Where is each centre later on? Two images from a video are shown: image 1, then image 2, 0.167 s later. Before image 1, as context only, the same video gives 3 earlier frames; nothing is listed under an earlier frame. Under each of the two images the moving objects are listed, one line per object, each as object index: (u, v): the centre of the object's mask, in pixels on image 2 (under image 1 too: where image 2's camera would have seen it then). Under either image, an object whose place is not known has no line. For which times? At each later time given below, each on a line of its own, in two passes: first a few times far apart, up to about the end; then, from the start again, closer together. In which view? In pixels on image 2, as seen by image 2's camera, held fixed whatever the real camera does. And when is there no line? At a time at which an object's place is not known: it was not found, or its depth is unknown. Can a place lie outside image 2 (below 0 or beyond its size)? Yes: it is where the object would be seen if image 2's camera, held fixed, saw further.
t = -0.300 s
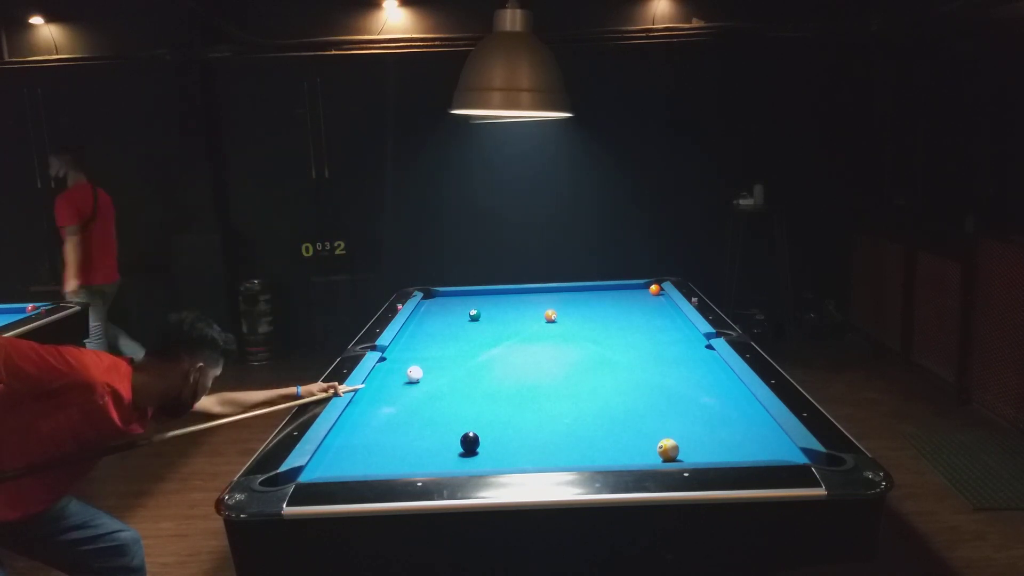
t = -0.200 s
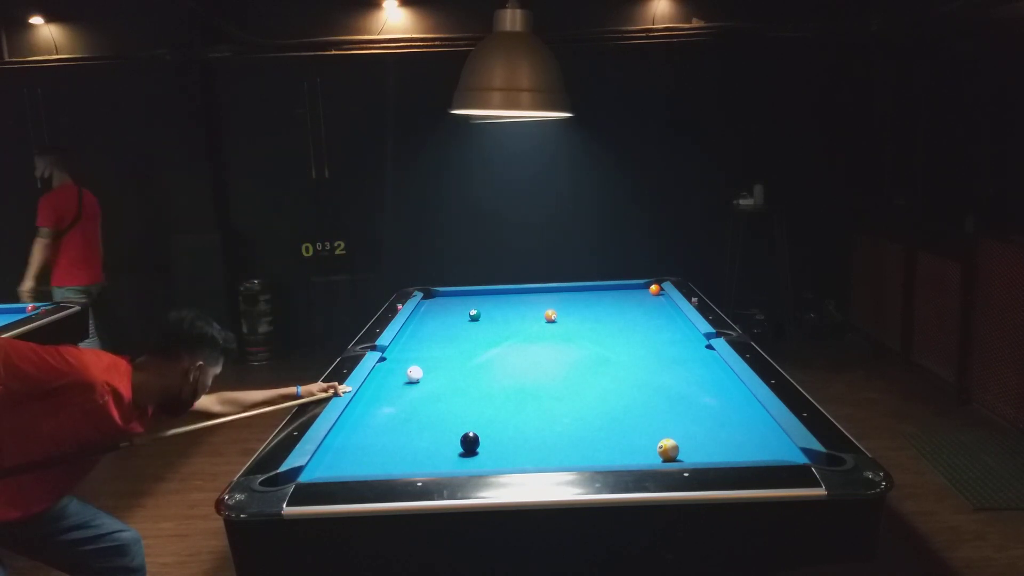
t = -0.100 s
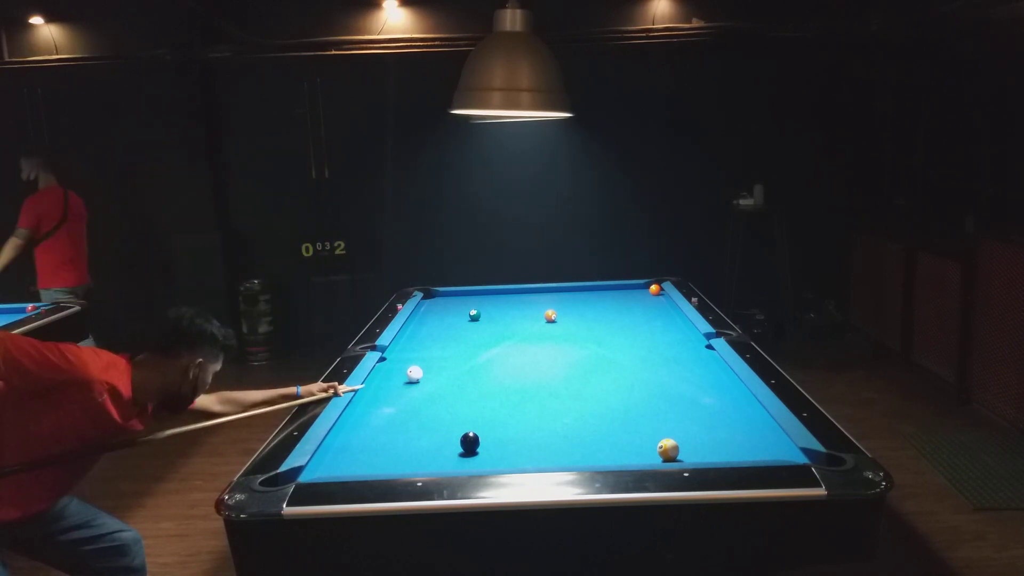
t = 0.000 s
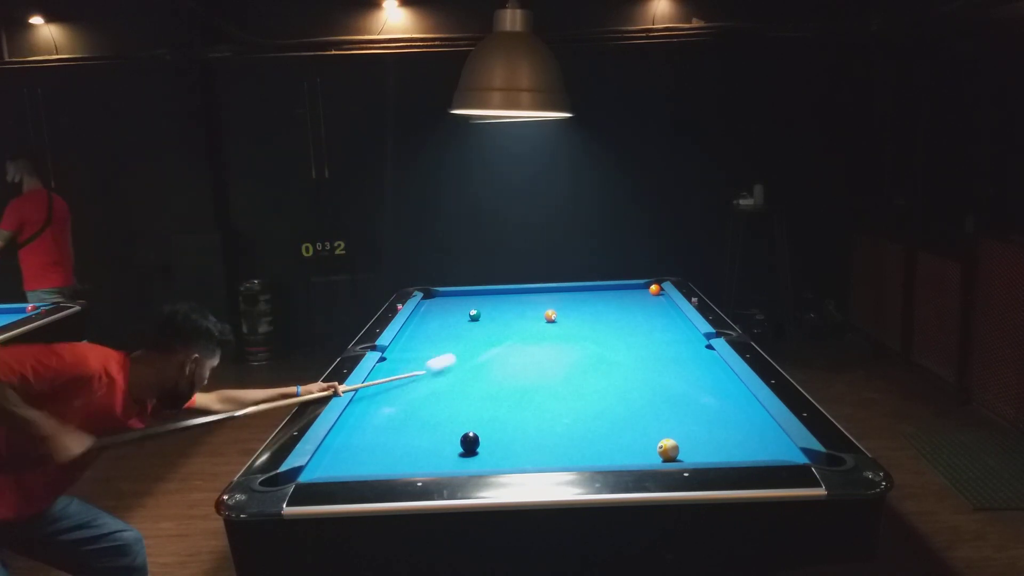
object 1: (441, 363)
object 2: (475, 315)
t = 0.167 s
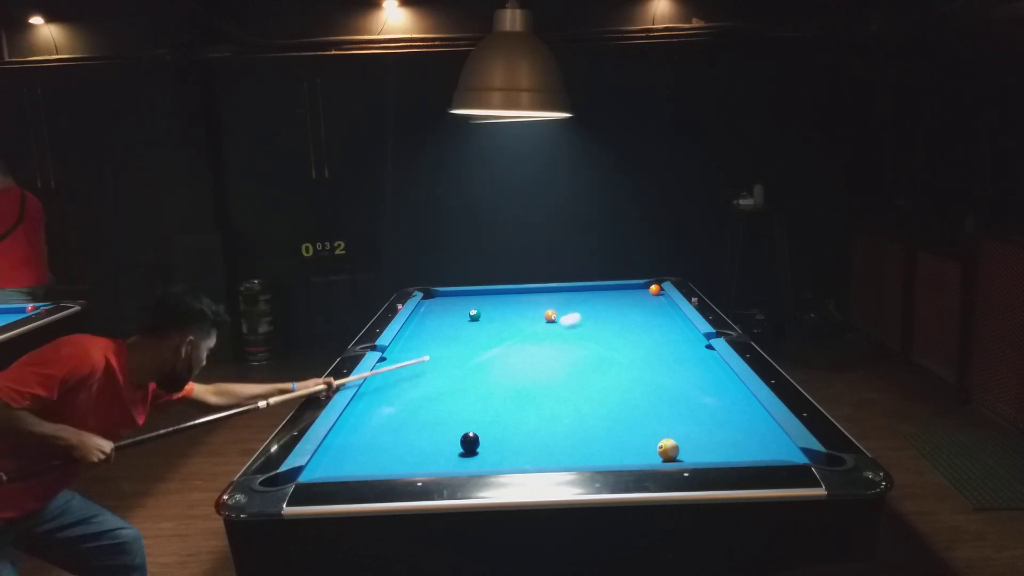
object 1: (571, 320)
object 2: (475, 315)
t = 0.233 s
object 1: (608, 307)
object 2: (475, 315)
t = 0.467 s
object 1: (628, 292)
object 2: (474, 315)
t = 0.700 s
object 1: (575, 290)
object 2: (474, 315)
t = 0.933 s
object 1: (532, 291)
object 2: (475, 315)
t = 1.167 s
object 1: (494, 295)
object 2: (475, 315)
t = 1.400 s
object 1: (456, 299)
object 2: (475, 315)
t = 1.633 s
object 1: (426, 303)
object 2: (475, 315)
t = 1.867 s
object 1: (443, 307)
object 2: (475, 315)
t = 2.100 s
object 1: (460, 310)
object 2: (475, 315)
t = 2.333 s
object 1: (474, 310)
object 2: (477, 317)
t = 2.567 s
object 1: (487, 311)
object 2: (481, 320)
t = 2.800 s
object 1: (497, 312)
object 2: (486, 322)
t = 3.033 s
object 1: (506, 312)
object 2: (490, 326)
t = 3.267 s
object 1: (514, 312)
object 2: (494, 328)
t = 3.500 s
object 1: (521, 312)
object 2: (498, 331)
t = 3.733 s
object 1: (526, 312)
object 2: (502, 333)
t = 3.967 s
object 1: (531, 312)
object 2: (505, 335)
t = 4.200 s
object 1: (535, 312)
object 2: (508, 337)
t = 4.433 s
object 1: (537, 312)
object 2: (511, 339)
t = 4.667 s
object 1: (538, 312)
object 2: (514, 341)
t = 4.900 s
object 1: (539, 312)
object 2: (516, 342)
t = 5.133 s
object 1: (539, 312)
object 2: (517, 343)
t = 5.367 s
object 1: (539, 312)
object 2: (519, 343)
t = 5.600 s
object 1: (539, 312)
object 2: (519, 344)
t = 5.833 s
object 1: (539, 312)
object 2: (520, 343)
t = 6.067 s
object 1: (539, 312)
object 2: (520, 343)
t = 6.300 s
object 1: (539, 312)
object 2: (520, 344)
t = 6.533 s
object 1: (539, 312)
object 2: (520, 343)
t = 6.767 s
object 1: (539, 312)
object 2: (520, 344)
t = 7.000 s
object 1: (539, 312)
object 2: (520, 344)
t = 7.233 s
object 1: (539, 312)
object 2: (520, 343)
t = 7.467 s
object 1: (539, 312)
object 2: (520, 344)
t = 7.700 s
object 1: (539, 312)
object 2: (520, 344)
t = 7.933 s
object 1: (539, 312)
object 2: (520, 344)
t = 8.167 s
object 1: (539, 312)
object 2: (520, 343)
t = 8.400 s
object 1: (539, 312)
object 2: (520, 343)
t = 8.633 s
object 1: (539, 312)
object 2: (520, 343)
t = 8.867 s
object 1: (539, 312)
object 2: (520, 344)
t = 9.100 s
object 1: (539, 312)
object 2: (520, 344)
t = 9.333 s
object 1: (539, 312)
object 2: (520, 344)
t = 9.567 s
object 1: (539, 312)
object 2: (520, 344)
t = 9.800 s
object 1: (539, 312)
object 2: (520, 344)
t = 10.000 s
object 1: (539, 312)
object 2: (520, 344)
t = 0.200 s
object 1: (590, 313)
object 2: (474, 315)
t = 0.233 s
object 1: (608, 307)
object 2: (475, 315)
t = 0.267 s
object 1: (625, 301)
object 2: (475, 315)
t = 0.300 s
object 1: (640, 296)
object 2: (474, 315)
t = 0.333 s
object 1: (655, 292)
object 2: (475, 315)
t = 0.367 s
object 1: (655, 292)
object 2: (474, 315)
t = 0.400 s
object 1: (645, 292)
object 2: (475, 315)
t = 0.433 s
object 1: (636, 292)
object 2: (475, 315)
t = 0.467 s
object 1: (628, 292)
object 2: (474, 315)
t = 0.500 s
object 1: (619, 292)
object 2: (475, 315)
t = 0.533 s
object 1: (611, 292)
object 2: (474, 315)
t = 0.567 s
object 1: (604, 292)
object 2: (475, 315)
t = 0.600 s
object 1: (596, 291)
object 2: (474, 315)
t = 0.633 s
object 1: (589, 291)
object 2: (475, 315)
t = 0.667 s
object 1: (582, 290)
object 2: (475, 315)
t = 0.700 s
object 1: (575, 290)
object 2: (474, 315)
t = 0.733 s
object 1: (568, 289)
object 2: (475, 315)
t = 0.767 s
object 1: (561, 289)
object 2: (474, 315)
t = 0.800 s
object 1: (554, 289)
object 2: (475, 315)
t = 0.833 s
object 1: (549, 289)
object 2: (474, 315)
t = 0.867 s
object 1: (543, 290)
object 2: (474, 315)
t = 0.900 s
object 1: (538, 290)
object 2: (475, 315)
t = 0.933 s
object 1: (532, 291)
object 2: (475, 315)
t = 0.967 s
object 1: (527, 291)
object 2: (475, 315)
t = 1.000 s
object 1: (522, 292)
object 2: (475, 315)
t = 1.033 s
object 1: (516, 292)
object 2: (475, 315)
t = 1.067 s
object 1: (511, 293)
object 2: (475, 315)
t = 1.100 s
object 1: (505, 294)
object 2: (475, 315)
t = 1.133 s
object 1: (500, 294)
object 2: (475, 315)
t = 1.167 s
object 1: (494, 295)
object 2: (475, 315)
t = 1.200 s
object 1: (489, 296)
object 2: (474, 315)
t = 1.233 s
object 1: (484, 296)
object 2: (475, 315)
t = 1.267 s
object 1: (478, 297)
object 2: (475, 315)
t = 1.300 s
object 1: (473, 297)
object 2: (475, 315)
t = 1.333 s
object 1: (467, 298)
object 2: (475, 315)
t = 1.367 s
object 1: (462, 298)
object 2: (475, 315)
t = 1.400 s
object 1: (456, 299)
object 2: (475, 315)
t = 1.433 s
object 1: (451, 300)
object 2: (475, 315)
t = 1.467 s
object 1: (445, 300)
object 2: (474, 315)
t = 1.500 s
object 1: (440, 301)
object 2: (475, 315)
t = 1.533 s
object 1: (434, 301)
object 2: (474, 315)
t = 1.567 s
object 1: (429, 302)
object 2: (475, 315)
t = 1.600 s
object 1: (424, 303)
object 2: (474, 315)
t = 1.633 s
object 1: (426, 303)
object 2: (475, 315)
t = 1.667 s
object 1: (428, 304)
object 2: (474, 315)
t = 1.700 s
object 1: (431, 304)
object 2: (475, 315)
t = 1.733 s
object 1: (433, 305)
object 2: (474, 315)
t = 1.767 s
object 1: (435, 305)
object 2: (475, 315)
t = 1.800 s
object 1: (438, 305)
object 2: (475, 315)
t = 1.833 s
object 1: (440, 306)
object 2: (474, 315)
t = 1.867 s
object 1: (443, 307)
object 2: (475, 315)
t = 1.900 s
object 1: (445, 307)
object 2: (474, 315)
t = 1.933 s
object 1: (448, 307)
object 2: (475, 315)
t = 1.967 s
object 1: (450, 308)
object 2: (475, 315)
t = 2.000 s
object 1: (453, 309)
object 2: (475, 315)
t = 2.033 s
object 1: (455, 309)
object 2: (475, 315)
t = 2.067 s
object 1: (457, 309)
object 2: (474, 315)
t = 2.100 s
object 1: (460, 310)
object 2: (475, 315)
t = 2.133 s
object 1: (462, 310)
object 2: (475, 315)
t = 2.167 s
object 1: (464, 311)
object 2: (475, 315)
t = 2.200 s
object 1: (466, 311)
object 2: (475, 315)
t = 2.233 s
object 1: (468, 311)
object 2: (475, 315)
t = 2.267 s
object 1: (470, 311)
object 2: (475, 315)
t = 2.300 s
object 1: (471, 310)
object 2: (476, 316)
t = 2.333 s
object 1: (474, 310)
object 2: (477, 317)
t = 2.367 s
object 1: (476, 309)
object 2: (477, 318)
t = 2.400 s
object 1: (479, 309)
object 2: (478, 318)
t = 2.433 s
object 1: (480, 309)
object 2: (479, 318)
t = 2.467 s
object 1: (482, 310)
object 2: (479, 319)
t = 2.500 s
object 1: (484, 310)
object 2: (480, 319)
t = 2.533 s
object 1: (486, 311)
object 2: (480, 320)
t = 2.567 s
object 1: (487, 311)
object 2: (481, 320)
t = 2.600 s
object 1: (488, 311)
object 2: (482, 320)
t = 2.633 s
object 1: (490, 311)
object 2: (482, 321)
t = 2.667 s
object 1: (491, 311)
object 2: (483, 321)
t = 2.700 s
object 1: (493, 312)
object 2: (484, 321)
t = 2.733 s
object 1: (494, 312)
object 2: (484, 322)
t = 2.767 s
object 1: (495, 312)
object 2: (485, 322)
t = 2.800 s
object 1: (497, 312)
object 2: (486, 322)
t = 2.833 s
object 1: (498, 312)
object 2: (487, 322)
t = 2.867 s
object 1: (499, 312)
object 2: (487, 323)
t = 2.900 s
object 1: (501, 312)
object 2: (488, 324)
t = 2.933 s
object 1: (502, 312)
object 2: (488, 324)
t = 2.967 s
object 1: (503, 312)
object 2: (489, 325)
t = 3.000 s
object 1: (504, 312)
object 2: (489, 326)
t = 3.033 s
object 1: (506, 312)
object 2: (490, 326)
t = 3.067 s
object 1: (507, 312)
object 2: (491, 326)
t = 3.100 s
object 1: (508, 312)
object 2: (491, 326)
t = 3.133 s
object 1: (509, 312)
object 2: (492, 326)
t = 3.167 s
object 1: (510, 312)
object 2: (493, 327)
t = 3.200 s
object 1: (511, 312)
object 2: (493, 328)
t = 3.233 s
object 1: (513, 312)
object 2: (494, 328)
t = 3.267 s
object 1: (514, 312)
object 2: (494, 328)
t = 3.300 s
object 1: (515, 312)
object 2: (495, 329)
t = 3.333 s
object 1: (516, 312)
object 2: (495, 329)
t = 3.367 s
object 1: (517, 312)
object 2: (496, 329)
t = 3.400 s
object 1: (518, 312)
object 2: (496, 330)
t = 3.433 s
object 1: (519, 312)
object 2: (497, 330)
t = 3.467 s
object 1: (520, 312)
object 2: (497, 330)
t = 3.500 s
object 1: (521, 312)
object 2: (498, 331)
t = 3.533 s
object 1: (522, 312)
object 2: (499, 331)
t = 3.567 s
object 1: (522, 312)
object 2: (499, 332)
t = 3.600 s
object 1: (523, 312)
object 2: (500, 332)
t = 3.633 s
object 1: (524, 312)
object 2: (500, 332)
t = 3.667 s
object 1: (525, 312)
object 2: (501, 332)
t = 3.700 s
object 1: (526, 312)
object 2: (501, 333)
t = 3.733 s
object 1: (526, 312)
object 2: (502, 333)
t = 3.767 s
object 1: (527, 312)
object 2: (502, 334)
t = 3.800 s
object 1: (528, 312)
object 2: (503, 334)
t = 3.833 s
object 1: (529, 312)
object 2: (503, 334)
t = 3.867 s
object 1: (529, 312)
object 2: (504, 334)
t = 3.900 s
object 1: (530, 312)
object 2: (504, 334)
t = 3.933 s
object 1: (531, 312)
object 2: (505, 335)
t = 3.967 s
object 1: (531, 312)
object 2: (505, 335)
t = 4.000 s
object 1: (532, 312)
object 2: (506, 335)
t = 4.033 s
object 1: (532, 312)
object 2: (506, 336)
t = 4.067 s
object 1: (533, 312)
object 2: (506, 336)
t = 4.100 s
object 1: (533, 312)
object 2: (507, 336)
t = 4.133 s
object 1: (534, 312)
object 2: (507, 337)
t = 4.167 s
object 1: (534, 312)
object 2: (508, 337)
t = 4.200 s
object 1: (535, 312)
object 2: (508, 337)
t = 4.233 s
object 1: (535, 312)
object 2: (509, 338)
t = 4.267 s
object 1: (535, 312)
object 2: (509, 338)
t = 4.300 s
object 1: (536, 312)
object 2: (509, 338)
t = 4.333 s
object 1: (536, 312)
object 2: (510, 338)
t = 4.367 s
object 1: (536, 312)
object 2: (510, 338)
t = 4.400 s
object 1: (536, 312)
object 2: (511, 339)
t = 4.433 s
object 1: (537, 312)
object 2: (511, 339)
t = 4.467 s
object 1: (537, 312)
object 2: (511, 339)
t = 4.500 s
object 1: (537, 312)
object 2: (512, 339)
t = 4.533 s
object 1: (538, 312)
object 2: (512, 340)
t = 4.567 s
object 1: (538, 312)
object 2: (512, 340)
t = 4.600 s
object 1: (538, 312)
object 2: (513, 340)
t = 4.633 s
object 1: (538, 312)
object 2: (513, 340)
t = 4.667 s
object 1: (538, 312)
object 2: (514, 341)
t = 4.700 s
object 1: (538, 312)
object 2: (514, 341)
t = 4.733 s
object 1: (539, 312)
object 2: (514, 341)
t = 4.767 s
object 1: (539, 312)
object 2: (514, 341)
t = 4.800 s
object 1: (539, 312)
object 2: (515, 341)
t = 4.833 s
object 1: (539, 312)
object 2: (515, 341)
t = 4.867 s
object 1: (539, 312)
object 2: (515, 342)
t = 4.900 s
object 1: (539, 312)
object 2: (516, 342)
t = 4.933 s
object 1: (539, 312)
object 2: (516, 342)
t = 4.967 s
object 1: (539, 312)
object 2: (516, 342)
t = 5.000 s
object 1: (539, 312)
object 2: (516, 342)
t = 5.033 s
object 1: (539, 312)
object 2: (517, 342)
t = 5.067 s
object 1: (539, 312)
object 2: (517, 343)
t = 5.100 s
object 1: (539, 312)
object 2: (517, 343)
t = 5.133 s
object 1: (539, 312)
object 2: (517, 343)
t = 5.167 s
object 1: (539, 312)
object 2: (518, 343)
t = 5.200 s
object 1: (539, 312)
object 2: (518, 343)
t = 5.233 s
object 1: (539, 312)
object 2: (518, 343)
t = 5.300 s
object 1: (539, 312)
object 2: (518, 343)
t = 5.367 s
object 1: (539, 312)
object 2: (519, 343)
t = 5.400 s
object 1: (539, 312)
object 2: (519, 344)
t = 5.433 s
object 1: (539, 312)
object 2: (519, 344)
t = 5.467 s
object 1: (539, 312)
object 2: (519, 343)
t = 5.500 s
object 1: (539, 312)
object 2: (519, 343)
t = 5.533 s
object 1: (539, 312)
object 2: (519, 343)
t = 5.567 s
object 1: (539, 312)
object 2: (519, 344)
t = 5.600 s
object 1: (539, 312)
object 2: (519, 344)
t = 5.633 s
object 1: (539, 312)
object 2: (520, 344)
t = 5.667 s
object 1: (539, 312)
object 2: (520, 343)
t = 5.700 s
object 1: (539, 312)
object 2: (520, 343)
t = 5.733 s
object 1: (539, 312)
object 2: (520, 343)
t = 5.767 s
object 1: (539, 312)
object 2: (520, 343)
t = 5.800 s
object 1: (539, 312)
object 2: (520, 343)
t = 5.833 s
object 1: (539, 312)
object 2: (520, 343)
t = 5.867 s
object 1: (539, 312)
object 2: (520, 343)
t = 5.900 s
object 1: (539, 312)
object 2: (520, 343)
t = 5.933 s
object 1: (539, 312)
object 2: (520, 344)
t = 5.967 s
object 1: (539, 312)
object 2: (520, 343)
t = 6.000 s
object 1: (539, 312)
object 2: (520, 343)
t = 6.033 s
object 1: (539, 312)
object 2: (520, 343)
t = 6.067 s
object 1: (539, 312)
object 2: (520, 343)
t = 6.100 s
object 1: (539, 312)
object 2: (520, 343)
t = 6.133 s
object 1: (539, 312)
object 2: (520, 343)
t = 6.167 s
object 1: (539, 312)
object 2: (520, 343)
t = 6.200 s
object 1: (539, 312)
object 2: (520, 343)
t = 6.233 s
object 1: (539, 312)
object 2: (520, 344)
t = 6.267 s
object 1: (539, 312)
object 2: (520, 344)
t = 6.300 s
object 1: (539, 312)
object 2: (520, 344)
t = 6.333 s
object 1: (539, 312)
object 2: (520, 343)
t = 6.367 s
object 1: (539, 312)
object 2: (520, 344)
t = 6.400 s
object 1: (539, 312)
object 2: (520, 343)
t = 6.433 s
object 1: (539, 312)
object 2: (520, 344)
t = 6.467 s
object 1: (539, 312)
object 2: (520, 343)
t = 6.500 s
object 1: (539, 312)
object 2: (520, 344)
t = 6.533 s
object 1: (539, 312)
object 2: (520, 343)
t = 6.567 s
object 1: (539, 312)
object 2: (520, 343)
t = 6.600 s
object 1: (539, 312)
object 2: (520, 343)
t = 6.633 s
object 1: (539, 312)
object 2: (520, 344)
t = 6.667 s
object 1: (539, 312)
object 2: (520, 344)
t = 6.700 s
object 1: (539, 312)
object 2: (520, 344)
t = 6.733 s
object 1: (539, 312)
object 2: (520, 344)
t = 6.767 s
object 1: (539, 312)
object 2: (520, 344)
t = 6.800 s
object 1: (539, 312)
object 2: (520, 344)
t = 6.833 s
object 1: (539, 312)
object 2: (520, 344)
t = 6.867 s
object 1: (539, 312)
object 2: (520, 344)
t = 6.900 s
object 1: (539, 312)
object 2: (520, 344)
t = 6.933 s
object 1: (539, 312)
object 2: (520, 344)
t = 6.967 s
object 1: (539, 312)
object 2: (520, 344)
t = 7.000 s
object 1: (539, 312)
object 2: (520, 344)
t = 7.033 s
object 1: (539, 312)
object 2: (520, 344)
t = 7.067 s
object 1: (539, 312)
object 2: (520, 344)
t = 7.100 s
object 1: (539, 312)
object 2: (520, 344)
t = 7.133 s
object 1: (539, 312)
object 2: (520, 344)
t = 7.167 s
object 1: (539, 312)
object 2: (520, 344)
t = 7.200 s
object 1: (539, 312)
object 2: (520, 344)
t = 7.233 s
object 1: (539, 312)
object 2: (520, 343)
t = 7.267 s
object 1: (539, 312)
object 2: (520, 344)
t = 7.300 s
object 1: (539, 312)
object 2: (520, 344)
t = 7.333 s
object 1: (539, 312)
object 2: (520, 344)
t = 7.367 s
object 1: (539, 312)
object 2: (520, 344)
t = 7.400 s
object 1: (539, 312)
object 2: (520, 344)
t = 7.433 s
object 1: (539, 312)
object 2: (520, 344)
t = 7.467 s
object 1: (539, 312)
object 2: (520, 344)
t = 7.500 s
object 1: (539, 312)
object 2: (520, 344)
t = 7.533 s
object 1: (539, 312)
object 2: (520, 344)
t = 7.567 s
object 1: (539, 312)
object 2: (520, 344)
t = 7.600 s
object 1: (539, 312)
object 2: (520, 344)
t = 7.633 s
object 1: (539, 312)
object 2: (520, 344)
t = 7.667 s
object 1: (539, 312)
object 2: (520, 344)
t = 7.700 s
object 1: (539, 312)
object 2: (520, 344)
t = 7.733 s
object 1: (539, 312)
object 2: (520, 344)
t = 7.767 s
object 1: (539, 312)
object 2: (520, 344)
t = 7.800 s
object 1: (539, 312)
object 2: (520, 344)
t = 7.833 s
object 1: (539, 312)
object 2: (520, 344)
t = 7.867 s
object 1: (539, 312)
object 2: (520, 344)
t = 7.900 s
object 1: (539, 312)
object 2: (520, 344)
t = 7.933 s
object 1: (539, 312)
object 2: (520, 344)
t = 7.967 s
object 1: (539, 312)
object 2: (520, 344)
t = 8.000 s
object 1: (539, 312)
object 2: (520, 344)
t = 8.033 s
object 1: (539, 312)
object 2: (520, 344)
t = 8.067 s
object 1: (539, 312)
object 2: (520, 344)
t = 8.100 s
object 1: (539, 312)
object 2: (520, 344)
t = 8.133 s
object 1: (539, 312)
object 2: (520, 344)
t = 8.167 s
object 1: (539, 312)
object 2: (520, 343)
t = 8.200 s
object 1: (539, 312)
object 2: (520, 343)
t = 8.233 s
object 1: (539, 312)
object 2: (520, 344)
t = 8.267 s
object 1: (539, 312)
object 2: (520, 343)
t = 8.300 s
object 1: (539, 312)
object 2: (520, 343)
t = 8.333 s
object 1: (539, 312)
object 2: (520, 343)
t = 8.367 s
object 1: (539, 312)
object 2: (520, 343)
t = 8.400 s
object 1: (539, 312)
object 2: (520, 343)
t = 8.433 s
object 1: (539, 312)
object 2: (520, 343)
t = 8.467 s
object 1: (539, 312)
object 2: (520, 343)
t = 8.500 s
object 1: (539, 312)
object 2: (520, 343)
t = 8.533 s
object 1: (539, 312)
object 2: (520, 344)
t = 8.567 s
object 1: (539, 312)
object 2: (520, 343)
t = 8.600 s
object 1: (539, 312)
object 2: (520, 343)
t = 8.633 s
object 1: (539, 312)
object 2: (520, 343)
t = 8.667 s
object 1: (539, 312)
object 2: (520, 343)
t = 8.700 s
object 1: (539, 312)
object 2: (520, 344)
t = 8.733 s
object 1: (539, 312)
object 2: (520, 343)
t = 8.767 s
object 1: (539, 312)
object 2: (520, 344)
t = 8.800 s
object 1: (539, 312)
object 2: (520, 344)
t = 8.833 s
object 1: (539, 312)
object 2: (520, 343)
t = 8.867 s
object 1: (539, 312)
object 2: (520, 344)
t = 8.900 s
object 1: (539, 312)
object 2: (520, 344)
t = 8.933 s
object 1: (539, 312)
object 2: (520, 344)
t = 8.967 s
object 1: (539, 312)
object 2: (520, 344)
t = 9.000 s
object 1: (539, 312)
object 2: (520, 344)
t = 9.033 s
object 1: (539, 312)
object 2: (520, 344)
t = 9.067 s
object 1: (539, 312)
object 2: (520, 344)
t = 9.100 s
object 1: (539, 312)
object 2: (520, 344)
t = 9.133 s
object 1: (539, 312)
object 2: (520, 344)
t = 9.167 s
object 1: (539, 312)
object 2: (520, 344)
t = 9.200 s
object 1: (539, 312)
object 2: (520, 344)
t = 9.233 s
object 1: (539, 312)
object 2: (520, 344)
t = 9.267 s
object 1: (539, 312)
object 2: (520, 344)
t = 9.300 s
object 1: (539, 312)
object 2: (520, 344)
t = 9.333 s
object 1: (539, 312)
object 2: (520, 344)
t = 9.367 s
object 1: (539, 312)
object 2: (520, 344)
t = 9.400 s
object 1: (539, 312)
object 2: (520, 344)
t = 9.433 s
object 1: (539, 312)
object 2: (520, 344)
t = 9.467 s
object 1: (539, 312)
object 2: (520, 344)
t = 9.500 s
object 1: (539, 312)
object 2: (520, 344)
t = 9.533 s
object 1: (539, 312)
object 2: (520, 344)
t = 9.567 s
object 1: (539, 312)
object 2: (520, 344)
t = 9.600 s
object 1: (539, 312)
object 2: (520, 344)
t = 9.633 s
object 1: (539, 312)
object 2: (520, 344)
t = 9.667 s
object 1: (539, 312)
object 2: (520, 344)
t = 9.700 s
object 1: (539, 312)
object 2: (520, 344)
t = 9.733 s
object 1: (539, 312)
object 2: (520, 344)
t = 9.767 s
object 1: (539, 312)
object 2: (520, 344)
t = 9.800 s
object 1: (539, 312)
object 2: (520, 344)
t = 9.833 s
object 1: (539, 312)
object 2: (520, 344)
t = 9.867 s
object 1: (539, 312)
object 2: (520, 344)
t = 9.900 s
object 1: (539, 312)
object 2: (520, 344)
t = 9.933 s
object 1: (539, 312)
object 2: (520, 344)
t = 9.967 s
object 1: (539, 312)
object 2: (520, 344)
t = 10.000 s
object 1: (539, 312)
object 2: (520, 344)
